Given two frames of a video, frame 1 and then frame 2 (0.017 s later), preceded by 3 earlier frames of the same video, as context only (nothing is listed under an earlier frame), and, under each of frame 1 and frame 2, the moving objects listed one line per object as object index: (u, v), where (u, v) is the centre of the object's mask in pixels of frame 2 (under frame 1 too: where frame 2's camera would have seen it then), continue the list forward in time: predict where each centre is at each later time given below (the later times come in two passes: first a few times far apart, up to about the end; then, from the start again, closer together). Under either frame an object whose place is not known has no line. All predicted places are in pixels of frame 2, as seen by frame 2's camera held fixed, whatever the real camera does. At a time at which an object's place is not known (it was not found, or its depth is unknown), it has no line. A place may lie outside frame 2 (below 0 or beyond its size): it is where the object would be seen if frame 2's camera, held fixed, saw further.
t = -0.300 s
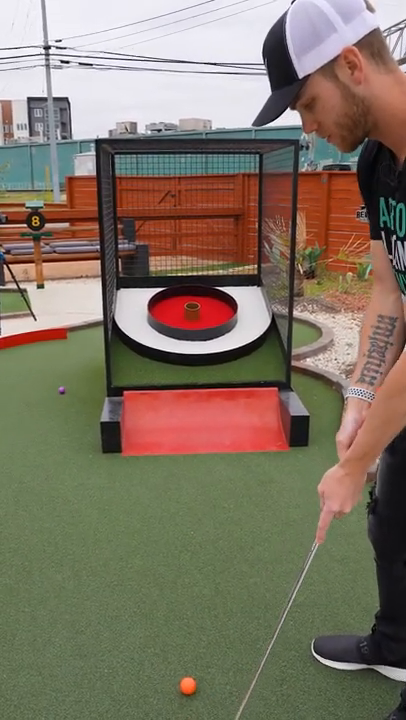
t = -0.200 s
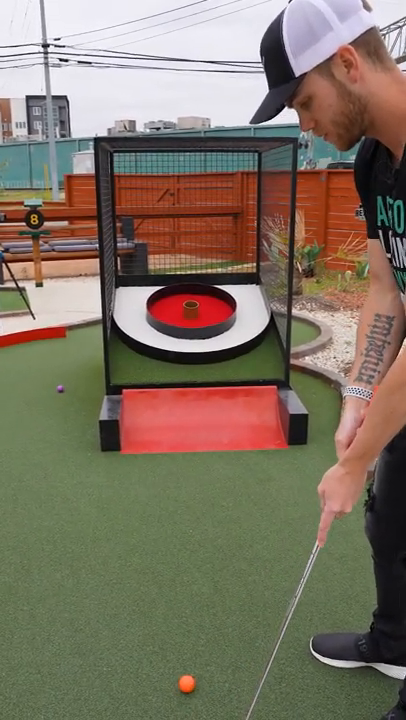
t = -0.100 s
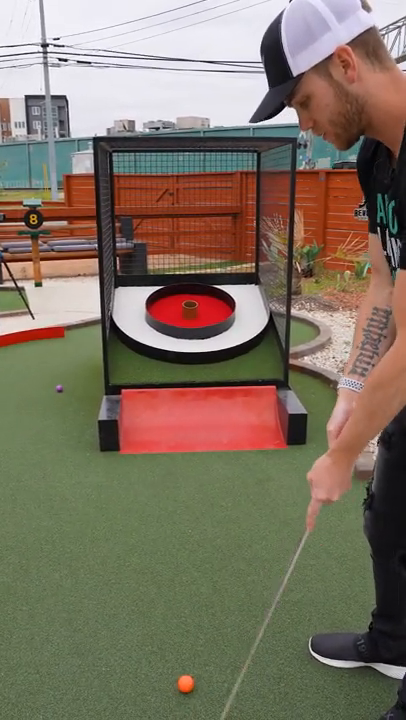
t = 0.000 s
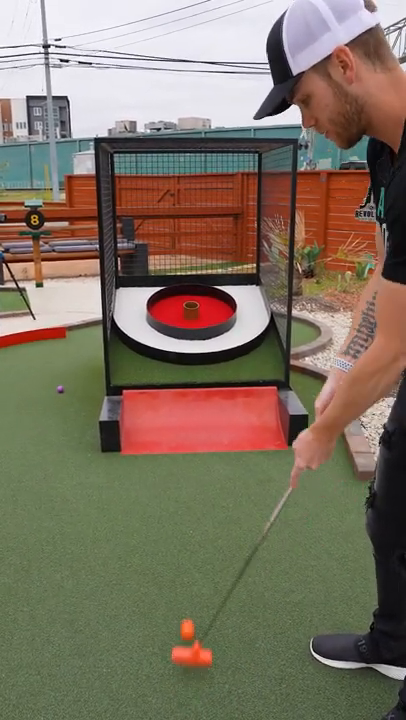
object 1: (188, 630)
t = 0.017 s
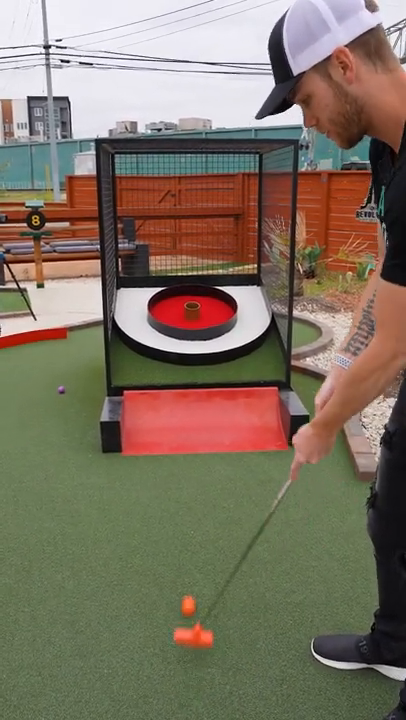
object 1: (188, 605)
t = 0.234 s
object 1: (189, 433)
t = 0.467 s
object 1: (189, 274)
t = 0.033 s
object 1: (188, 583)
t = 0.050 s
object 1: (188, 562)
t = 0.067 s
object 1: (188, 544)
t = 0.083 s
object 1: (188, 528)
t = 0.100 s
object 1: (188, 515)
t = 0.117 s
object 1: (188, 501)
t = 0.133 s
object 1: (189, 488)
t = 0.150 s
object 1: (189, 477)
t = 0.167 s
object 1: (189, 466)
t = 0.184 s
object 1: (189, 457)
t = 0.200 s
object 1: (189, 448)
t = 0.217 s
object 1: (190, 442)
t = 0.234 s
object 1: (189, 433)
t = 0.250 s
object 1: (189, 422)
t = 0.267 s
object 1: (189, 408)
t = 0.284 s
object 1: (188, 393)
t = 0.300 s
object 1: (188, 381)
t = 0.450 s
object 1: (189, 282)
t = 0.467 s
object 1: (189, 274)
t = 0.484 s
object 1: (192, 264)
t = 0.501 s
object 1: (191, 254)
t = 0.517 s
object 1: (191, 246)
